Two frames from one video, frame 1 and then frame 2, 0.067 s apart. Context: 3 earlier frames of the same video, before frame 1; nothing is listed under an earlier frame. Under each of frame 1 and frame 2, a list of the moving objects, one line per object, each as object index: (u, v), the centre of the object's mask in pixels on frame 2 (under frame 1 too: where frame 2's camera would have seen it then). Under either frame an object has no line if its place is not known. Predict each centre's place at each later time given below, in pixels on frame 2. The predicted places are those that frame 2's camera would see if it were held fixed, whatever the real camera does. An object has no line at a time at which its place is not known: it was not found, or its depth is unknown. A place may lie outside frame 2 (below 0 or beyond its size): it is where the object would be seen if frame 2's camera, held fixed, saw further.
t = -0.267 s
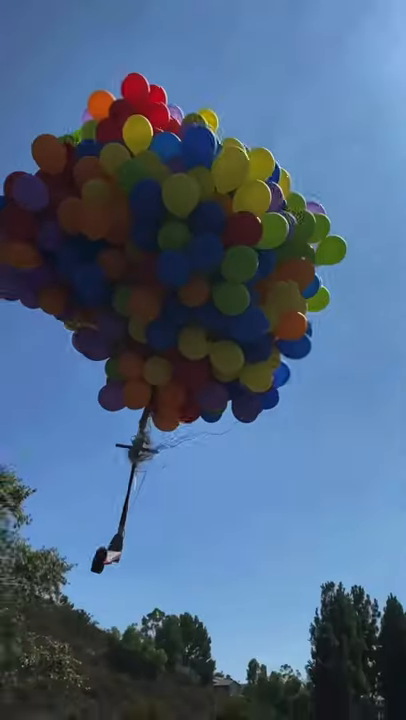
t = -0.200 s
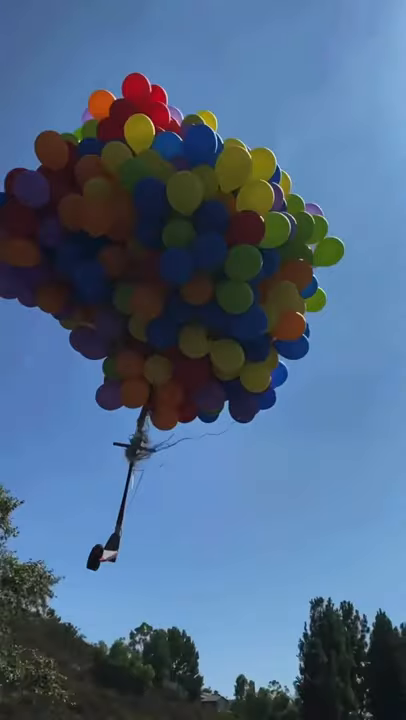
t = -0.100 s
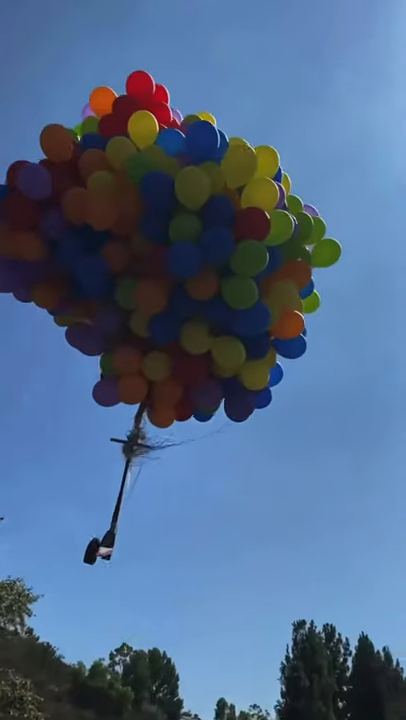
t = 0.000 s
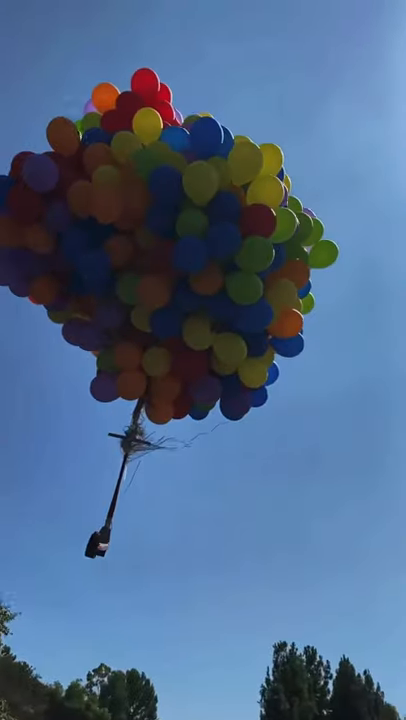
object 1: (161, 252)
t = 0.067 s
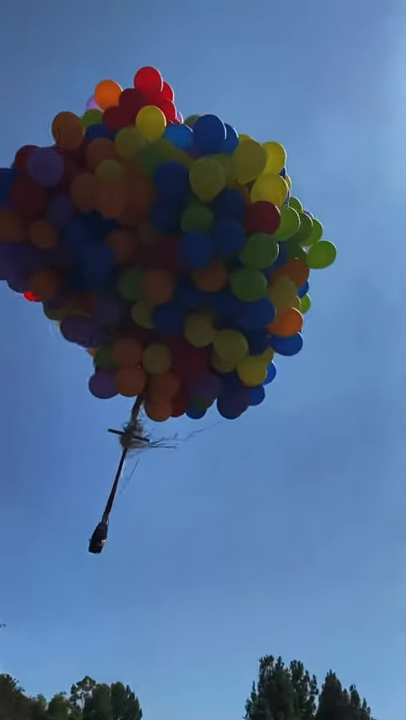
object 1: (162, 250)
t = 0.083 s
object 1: (162, 249)
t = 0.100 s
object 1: (162, 248)
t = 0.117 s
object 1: (162, 247)
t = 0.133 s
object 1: (161, 249)
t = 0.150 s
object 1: (158, 252)
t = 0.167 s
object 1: (155, 253)
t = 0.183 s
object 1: (153, 254)
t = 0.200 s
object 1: (150, 256)
